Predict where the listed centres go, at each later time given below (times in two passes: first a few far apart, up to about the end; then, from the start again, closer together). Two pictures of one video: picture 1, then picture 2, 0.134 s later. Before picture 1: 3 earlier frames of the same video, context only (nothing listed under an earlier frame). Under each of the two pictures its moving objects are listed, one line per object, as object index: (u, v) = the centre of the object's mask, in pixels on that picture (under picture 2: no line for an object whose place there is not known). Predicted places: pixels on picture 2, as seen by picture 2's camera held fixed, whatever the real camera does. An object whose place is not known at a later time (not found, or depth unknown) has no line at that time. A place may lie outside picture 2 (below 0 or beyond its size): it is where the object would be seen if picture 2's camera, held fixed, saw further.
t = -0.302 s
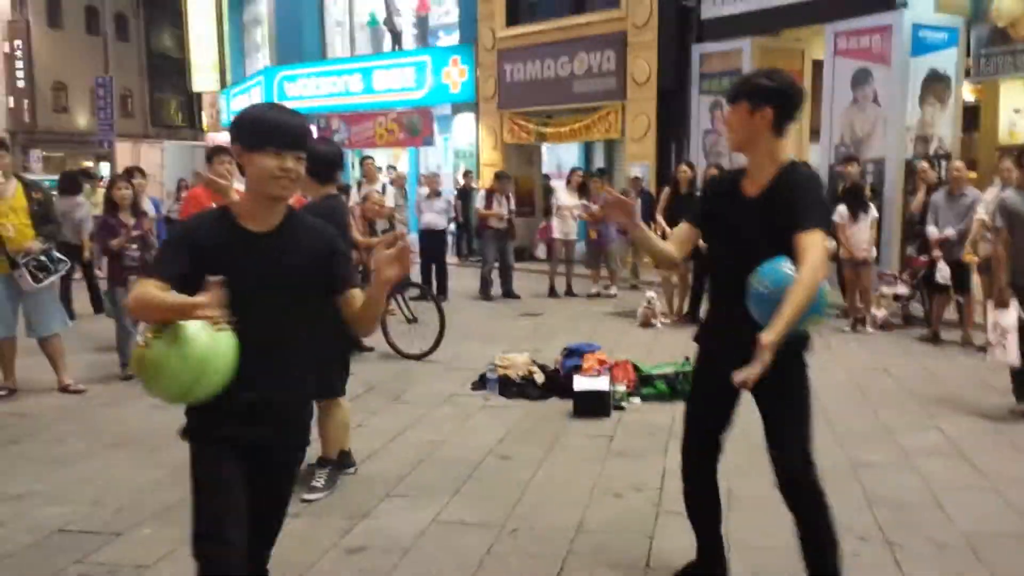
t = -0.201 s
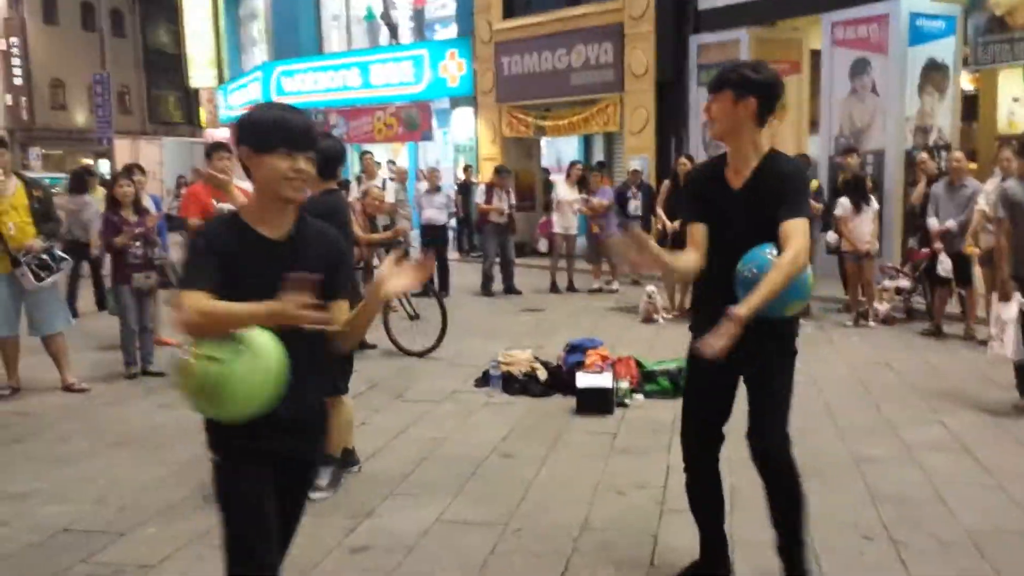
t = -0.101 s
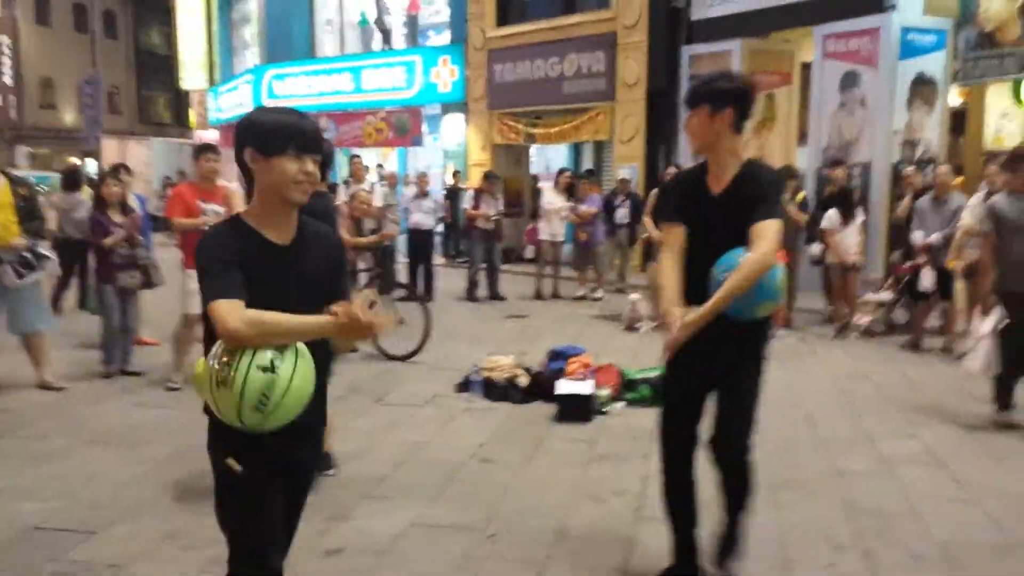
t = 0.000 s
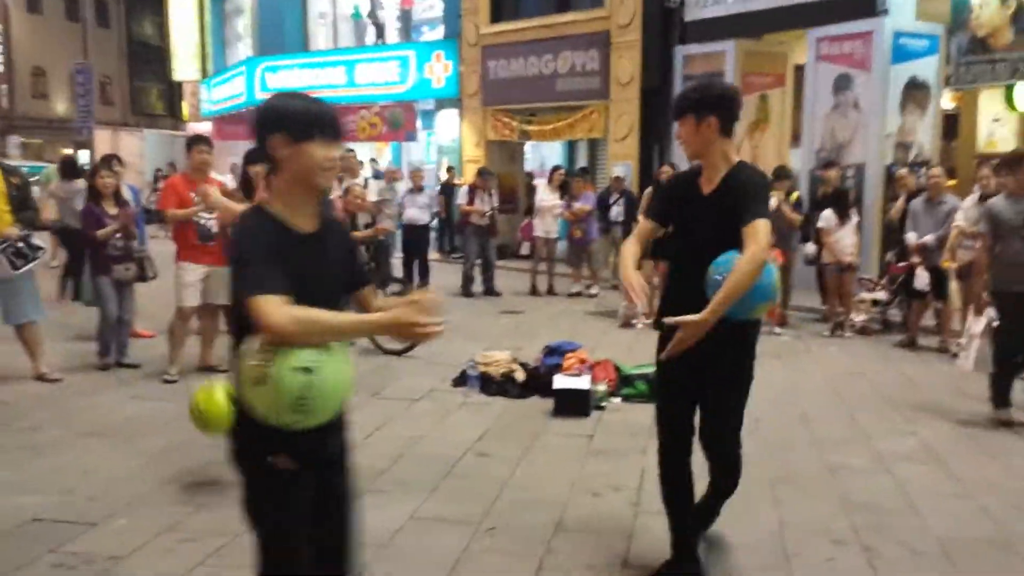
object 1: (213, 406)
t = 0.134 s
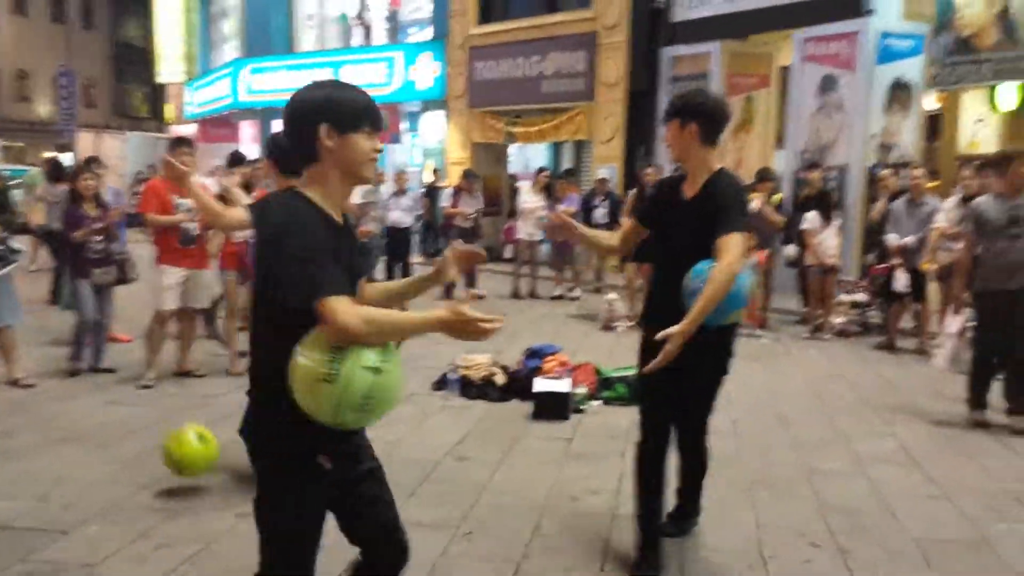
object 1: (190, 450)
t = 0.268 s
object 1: (181, 408)
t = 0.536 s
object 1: (171, 431)
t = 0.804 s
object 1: (154, 425)
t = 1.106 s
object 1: (146, 441)
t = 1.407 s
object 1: (141, 453)
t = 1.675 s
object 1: (133, 456)
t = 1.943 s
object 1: (128, 454)
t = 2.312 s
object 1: (123, 456)
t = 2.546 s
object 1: (123, 454)
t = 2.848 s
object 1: (123, 452)
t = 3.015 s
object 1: (125, 448)
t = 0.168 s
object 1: (188, 437)
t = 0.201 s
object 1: (186, 425)
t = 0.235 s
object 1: (184, 416)
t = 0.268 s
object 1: (181, 408)
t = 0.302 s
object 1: (179, 403)
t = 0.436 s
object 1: (173, 406)
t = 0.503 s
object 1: (172, 421)
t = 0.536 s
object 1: (171, 431)
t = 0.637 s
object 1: (163, 447)
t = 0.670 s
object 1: (160, 438)
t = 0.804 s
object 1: (154, 425)
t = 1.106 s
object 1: (146, 441)
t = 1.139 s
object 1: (144, 437)
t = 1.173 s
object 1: (142, 437)
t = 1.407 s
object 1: (141, 453)
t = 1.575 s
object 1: (135, 457)
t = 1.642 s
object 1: (134, 461)
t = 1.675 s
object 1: (133, 456)
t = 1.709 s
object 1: (131, 453)
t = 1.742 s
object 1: (130, 453)
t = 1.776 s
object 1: (130, 455)
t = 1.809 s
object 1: (129, 460)
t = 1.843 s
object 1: (129, 460)
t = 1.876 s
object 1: (130, 456)
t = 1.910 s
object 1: (128, 455)
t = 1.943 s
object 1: (128, 454)
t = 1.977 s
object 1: (127, 457)
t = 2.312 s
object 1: (123, 456)
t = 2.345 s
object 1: (123, 455)
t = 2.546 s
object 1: (123, 454)
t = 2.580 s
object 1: (123, 454)
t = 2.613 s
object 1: (123, 454)
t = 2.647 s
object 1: (122, 453)
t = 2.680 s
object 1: (122, 452)
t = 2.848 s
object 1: (123, 452)
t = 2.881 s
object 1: (124, 450)
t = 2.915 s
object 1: (124, 449)
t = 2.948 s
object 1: (124, 449)
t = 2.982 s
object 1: (124, 448)
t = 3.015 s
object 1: (125, 448)
